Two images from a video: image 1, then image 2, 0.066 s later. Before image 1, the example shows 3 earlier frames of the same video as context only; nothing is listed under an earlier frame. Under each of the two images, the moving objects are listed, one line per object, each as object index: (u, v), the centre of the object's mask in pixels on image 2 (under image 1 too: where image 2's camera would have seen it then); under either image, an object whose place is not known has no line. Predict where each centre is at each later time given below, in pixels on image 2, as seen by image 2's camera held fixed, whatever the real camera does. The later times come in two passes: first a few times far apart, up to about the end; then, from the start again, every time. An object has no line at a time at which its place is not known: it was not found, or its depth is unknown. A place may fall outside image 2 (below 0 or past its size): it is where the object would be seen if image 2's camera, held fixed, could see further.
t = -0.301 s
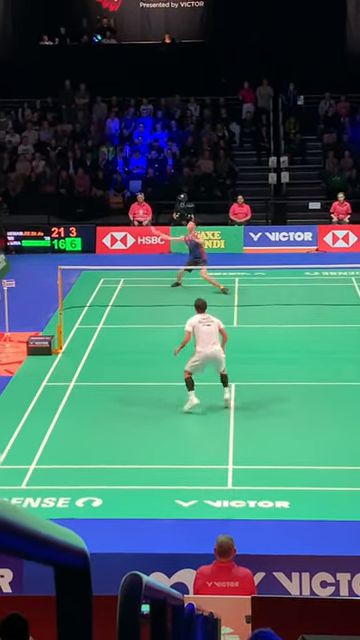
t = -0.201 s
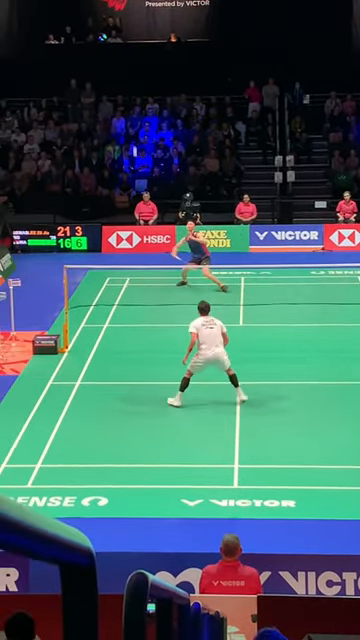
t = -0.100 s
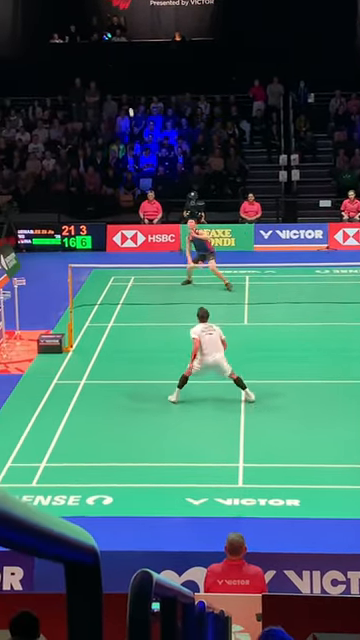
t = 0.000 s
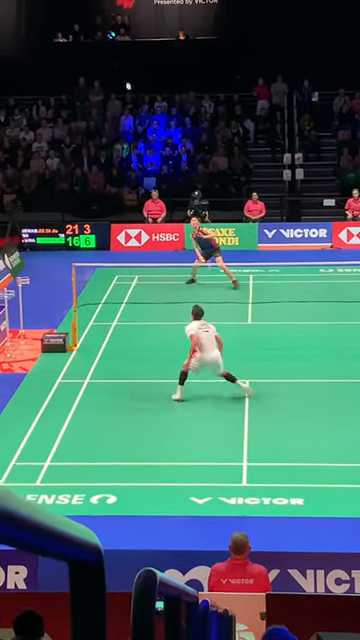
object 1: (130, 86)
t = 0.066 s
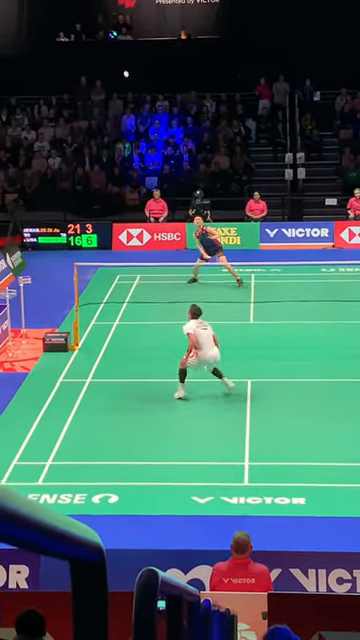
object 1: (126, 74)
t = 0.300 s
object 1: (113, 59)
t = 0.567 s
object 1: (99, 86)
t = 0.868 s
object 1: (86, 166)
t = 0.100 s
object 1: (124, 70)
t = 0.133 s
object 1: (122, 66)
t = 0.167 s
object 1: (120, 63)
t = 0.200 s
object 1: (118, 61)
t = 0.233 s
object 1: (117, 60)
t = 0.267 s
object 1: (115, 59)
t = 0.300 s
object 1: (113, 59)
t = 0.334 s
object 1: (111, 59)
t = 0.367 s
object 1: (110, 61)
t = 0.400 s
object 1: (108, 63)
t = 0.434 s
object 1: (106, 66)
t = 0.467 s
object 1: (104, 70)
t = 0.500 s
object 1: (103, 75)
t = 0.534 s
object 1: (101, 80)
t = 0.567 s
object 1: (99, 86)
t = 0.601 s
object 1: (98, 92)
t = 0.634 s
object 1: (97, 99)
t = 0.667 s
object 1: (95, 107)
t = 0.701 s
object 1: (93, 116)
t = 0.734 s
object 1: (92, 125)
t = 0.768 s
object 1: (91, 134)
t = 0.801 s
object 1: (89, 144)
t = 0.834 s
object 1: (87, 155)
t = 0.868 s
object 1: (86, 166)
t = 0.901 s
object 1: (84, 177)
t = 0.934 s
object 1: (83, 189)
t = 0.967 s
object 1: (81, 202)
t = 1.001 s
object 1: (80, 215)
